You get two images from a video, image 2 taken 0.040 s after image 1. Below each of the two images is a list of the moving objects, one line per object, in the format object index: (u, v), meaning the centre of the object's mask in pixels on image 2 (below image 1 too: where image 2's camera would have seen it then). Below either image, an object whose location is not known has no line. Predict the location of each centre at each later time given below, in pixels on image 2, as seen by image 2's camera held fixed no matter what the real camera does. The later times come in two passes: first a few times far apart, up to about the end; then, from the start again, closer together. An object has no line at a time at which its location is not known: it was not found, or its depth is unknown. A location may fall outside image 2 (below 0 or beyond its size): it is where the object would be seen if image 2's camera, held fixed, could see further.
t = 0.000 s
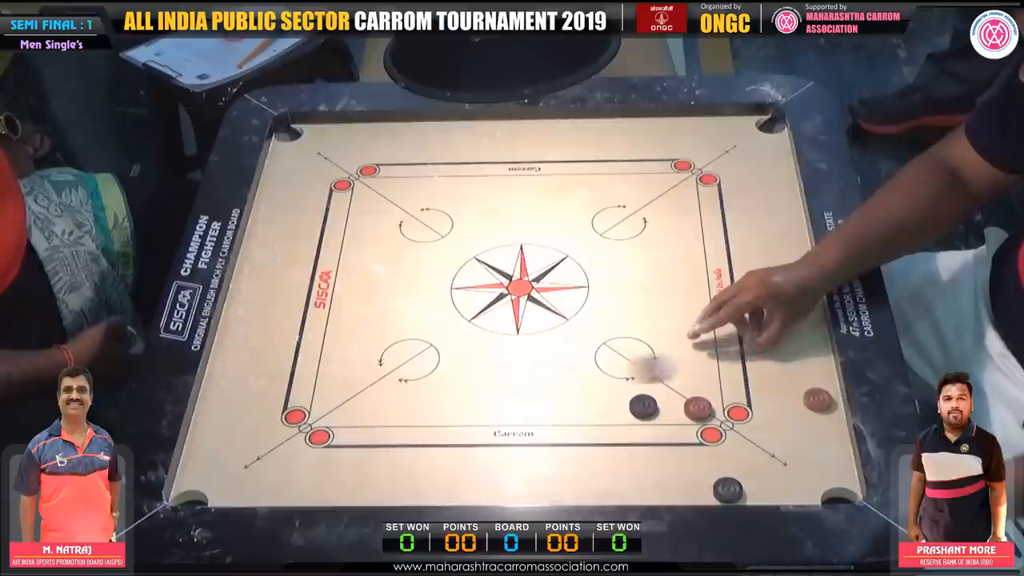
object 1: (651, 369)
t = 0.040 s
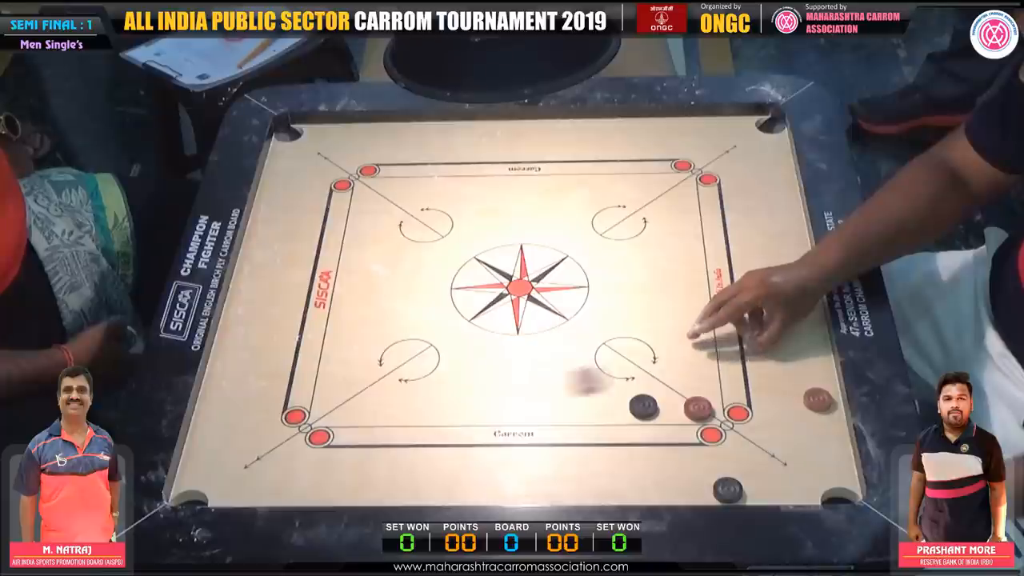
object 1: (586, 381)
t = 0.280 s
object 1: (219, 446)
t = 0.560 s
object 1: (472, 473)
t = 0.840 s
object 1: (693, 488)
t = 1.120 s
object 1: (745, 488)
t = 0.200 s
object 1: (340, 424)
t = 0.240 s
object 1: (275, 436)
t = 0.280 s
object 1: (219, 446)
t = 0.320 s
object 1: (226, 453)
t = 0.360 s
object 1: (269, 456)
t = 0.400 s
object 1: (312, 461)
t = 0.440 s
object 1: (356, 464)
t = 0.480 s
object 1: (395, 466)
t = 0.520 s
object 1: (434, 469)
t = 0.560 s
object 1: (472, 473)
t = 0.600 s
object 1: (509, 475)
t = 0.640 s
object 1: (544, 478)
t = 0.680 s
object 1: (578, 480)
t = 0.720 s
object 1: (609, 483)
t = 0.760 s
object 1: (639, 485)
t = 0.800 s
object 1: (667, 486)
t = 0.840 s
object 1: (693, 488)
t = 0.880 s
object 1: (707, 488)
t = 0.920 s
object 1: (717, 488)
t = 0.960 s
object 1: (726, 488)
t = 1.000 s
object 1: (733, 488)
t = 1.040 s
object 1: (739, 488)
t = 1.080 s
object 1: (742, 488)
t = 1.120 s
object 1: (745, 488)
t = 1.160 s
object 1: (747, 488)
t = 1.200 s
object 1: (747, 488)
